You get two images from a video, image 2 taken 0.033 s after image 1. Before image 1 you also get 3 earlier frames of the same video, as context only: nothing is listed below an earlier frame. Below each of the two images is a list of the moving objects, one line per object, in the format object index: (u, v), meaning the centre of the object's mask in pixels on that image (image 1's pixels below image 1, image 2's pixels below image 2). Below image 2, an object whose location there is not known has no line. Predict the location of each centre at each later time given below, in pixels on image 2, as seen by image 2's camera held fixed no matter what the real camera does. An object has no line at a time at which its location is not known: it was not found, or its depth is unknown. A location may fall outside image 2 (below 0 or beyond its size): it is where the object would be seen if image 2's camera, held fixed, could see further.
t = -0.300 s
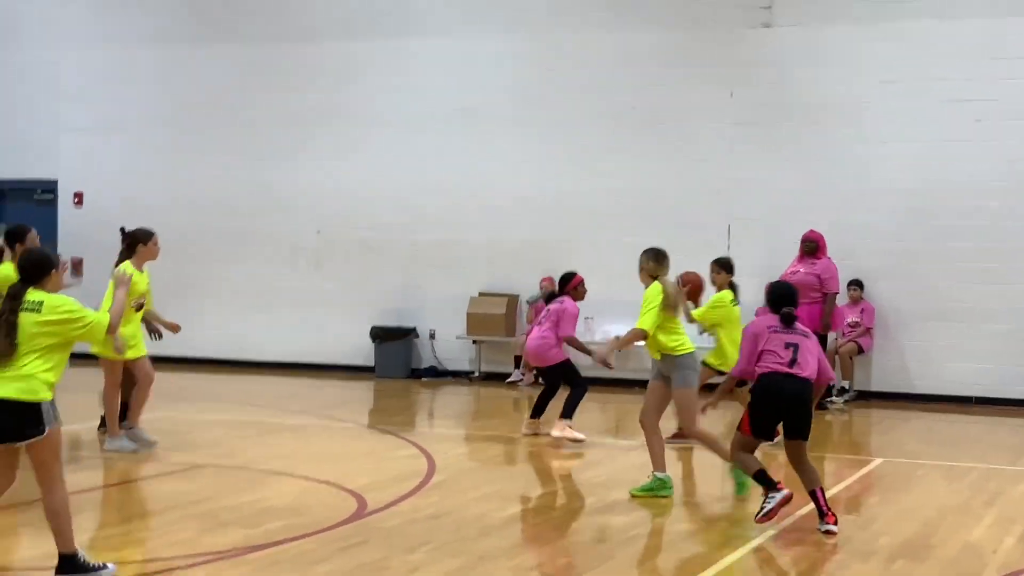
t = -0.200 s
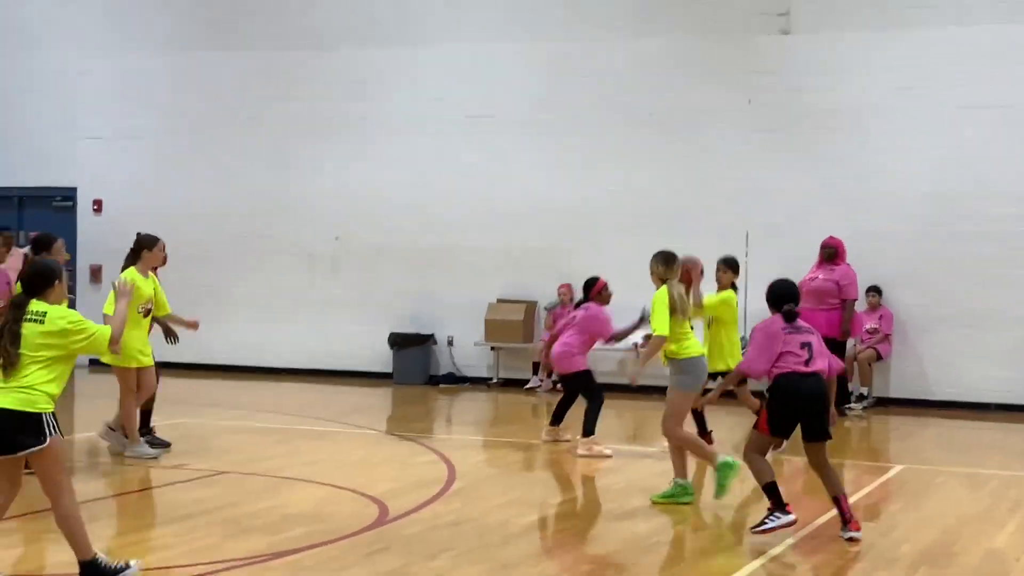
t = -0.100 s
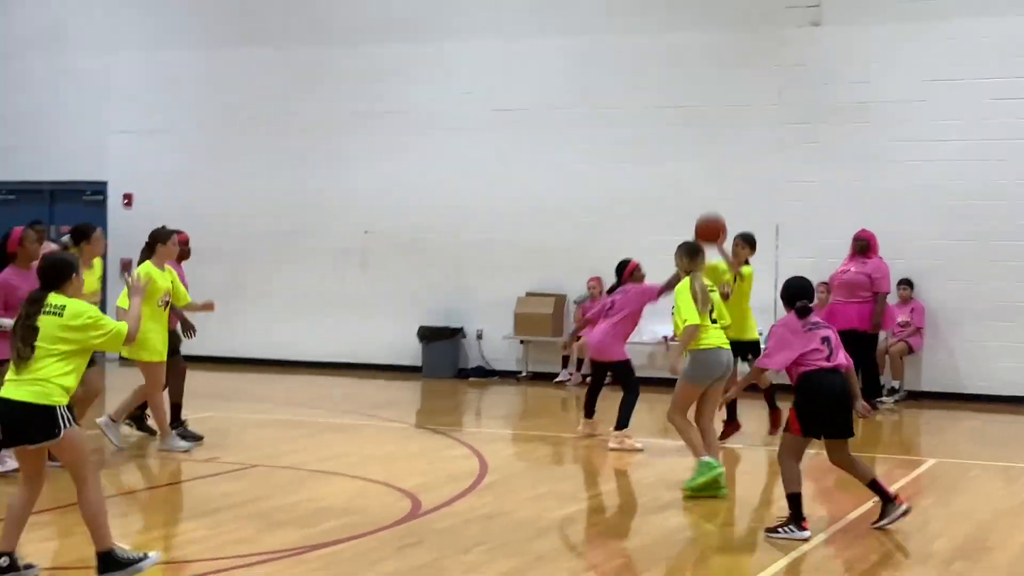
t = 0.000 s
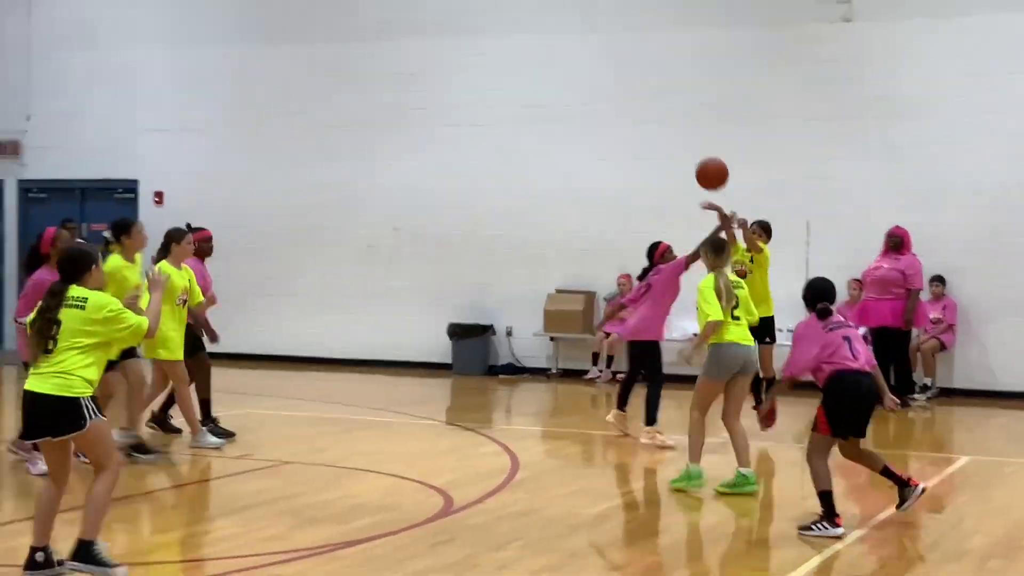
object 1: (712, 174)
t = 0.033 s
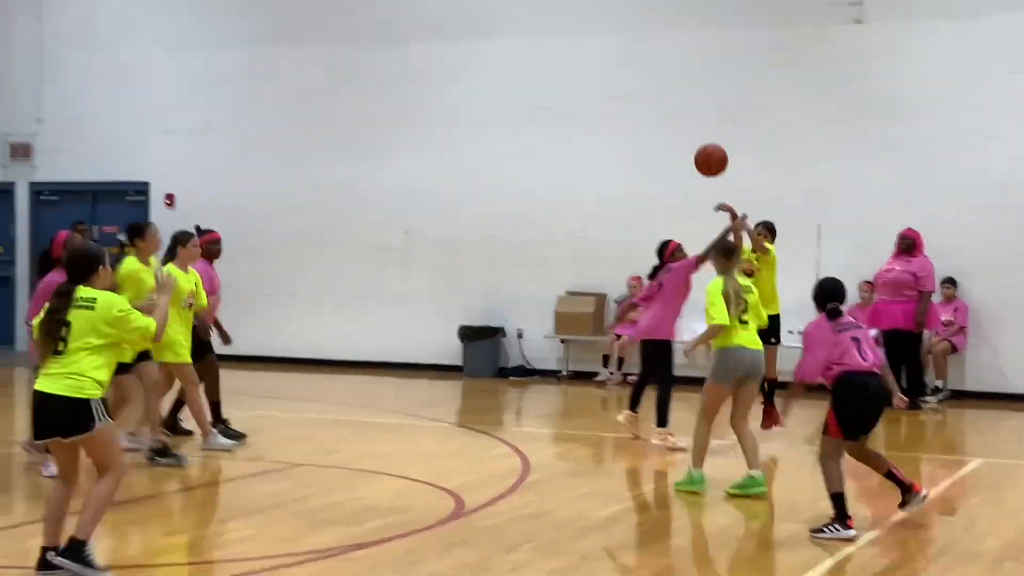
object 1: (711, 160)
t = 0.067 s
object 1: (695, 144)
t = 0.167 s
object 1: (650, 107)
